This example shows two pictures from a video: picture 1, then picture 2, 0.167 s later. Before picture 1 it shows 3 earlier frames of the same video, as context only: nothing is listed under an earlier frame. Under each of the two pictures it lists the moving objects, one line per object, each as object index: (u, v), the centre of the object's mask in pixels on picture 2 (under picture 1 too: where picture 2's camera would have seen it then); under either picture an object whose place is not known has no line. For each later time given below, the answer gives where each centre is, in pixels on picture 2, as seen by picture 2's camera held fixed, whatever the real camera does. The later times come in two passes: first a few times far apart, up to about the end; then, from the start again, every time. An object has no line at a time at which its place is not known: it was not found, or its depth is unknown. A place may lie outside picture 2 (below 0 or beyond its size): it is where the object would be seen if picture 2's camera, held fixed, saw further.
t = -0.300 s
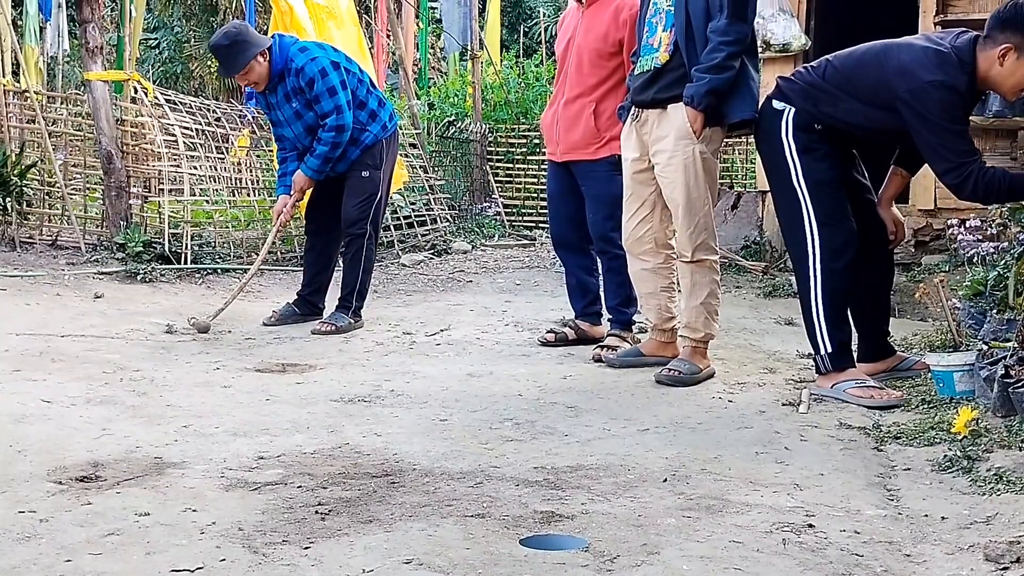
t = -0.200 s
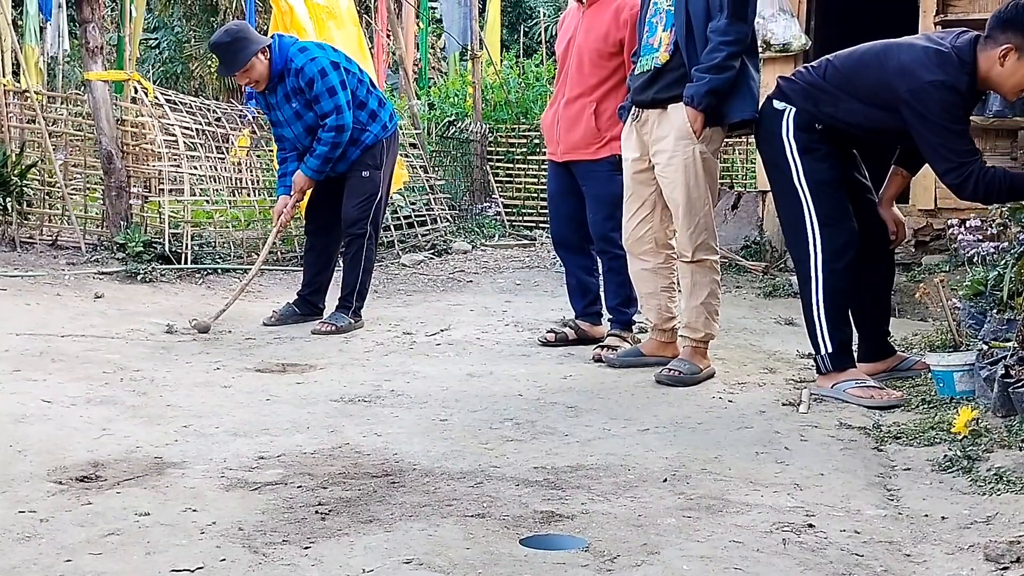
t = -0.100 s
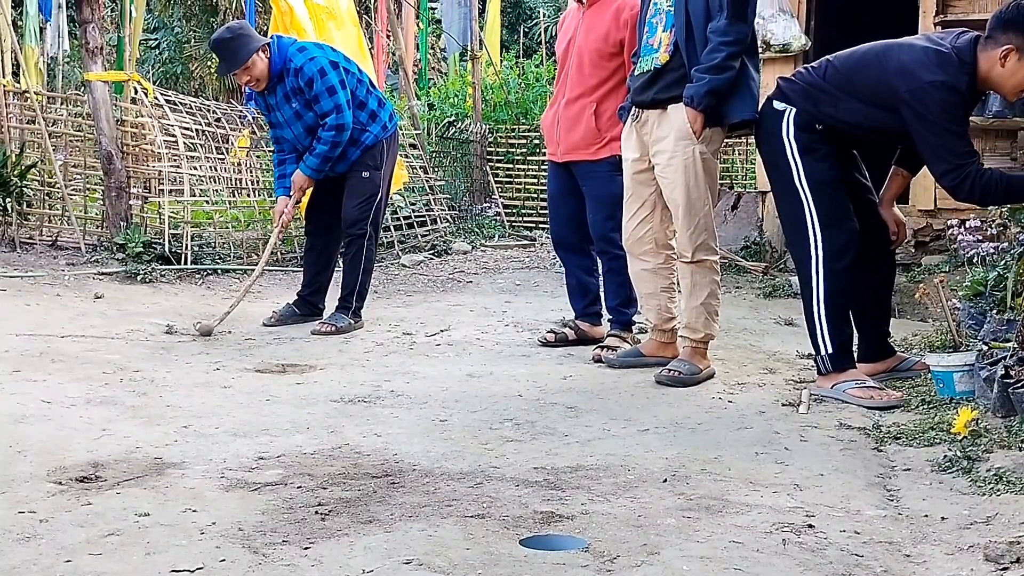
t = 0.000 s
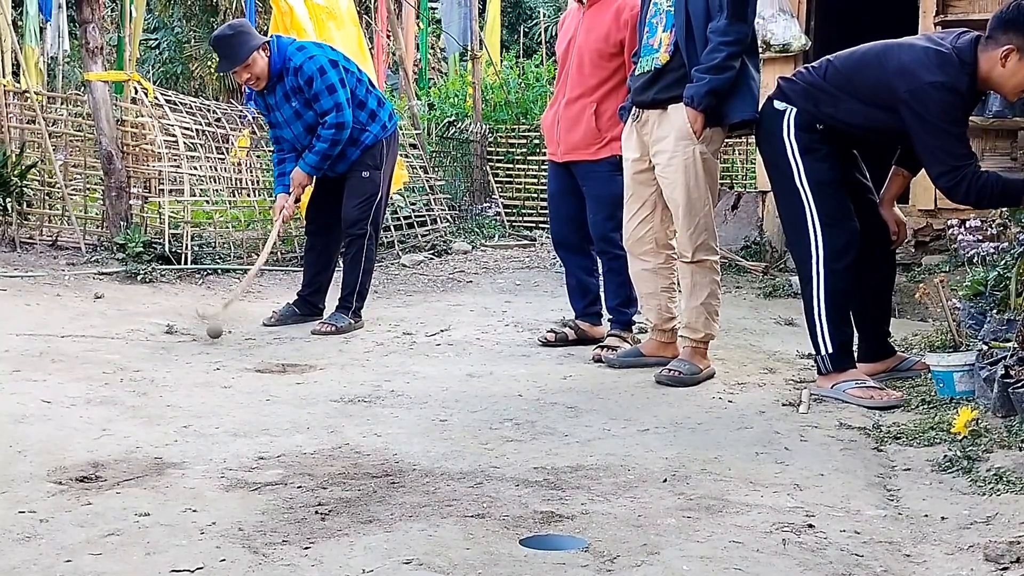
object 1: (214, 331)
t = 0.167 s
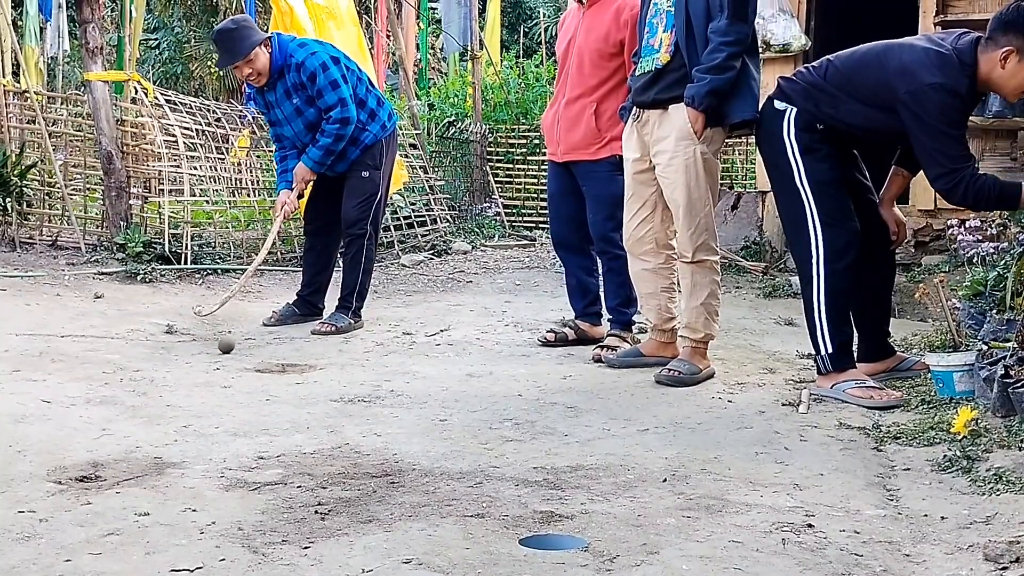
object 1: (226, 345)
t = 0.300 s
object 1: (237, 350)
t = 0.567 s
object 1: (268, 381)
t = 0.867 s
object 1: (291, 403)
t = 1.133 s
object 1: (305, 427)
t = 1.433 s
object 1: (336, 464)
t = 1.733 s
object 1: (388, 492)
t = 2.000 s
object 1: (438, 511)
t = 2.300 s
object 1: (521, 532)
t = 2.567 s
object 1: (562, 526)
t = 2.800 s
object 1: (540, 536)
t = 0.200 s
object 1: (229, 346)
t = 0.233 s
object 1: (231, 344)
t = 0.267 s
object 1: (234, 346)
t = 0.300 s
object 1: (237, 350)
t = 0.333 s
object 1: (240, 359)
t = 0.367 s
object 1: (243, 360)
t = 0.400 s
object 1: (247, 362)
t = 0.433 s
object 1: (251, 367)
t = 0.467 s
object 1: (255, 368)
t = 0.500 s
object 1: (259, 369)
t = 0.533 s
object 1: (264, 372)
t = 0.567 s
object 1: (268, 381)
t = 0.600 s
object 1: (271, 379)
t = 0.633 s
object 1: (273, 379)
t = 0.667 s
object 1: (276, 383)
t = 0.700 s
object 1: (278, 390)
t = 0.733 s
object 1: (281, 390)
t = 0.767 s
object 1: (283, 395)
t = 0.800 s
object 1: (286, 398)
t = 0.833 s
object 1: (289, 399)
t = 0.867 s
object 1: (291, 403)
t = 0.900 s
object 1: (293, 403)
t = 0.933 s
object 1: (295, 405)
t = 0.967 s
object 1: (297, 413)
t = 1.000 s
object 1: (299, 421)
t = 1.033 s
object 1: (301, 415)
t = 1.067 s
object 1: (302, 414)
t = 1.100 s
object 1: (303, 418)
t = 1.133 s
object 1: (305, 427)
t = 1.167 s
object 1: (306, 438)
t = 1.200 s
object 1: (309, 435)
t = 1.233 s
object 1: (312, 436)
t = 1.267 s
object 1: (314, 442)
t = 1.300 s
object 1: (317, 452)
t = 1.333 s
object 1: (322, 456)
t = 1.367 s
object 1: (326, 457)
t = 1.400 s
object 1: (331, 461)
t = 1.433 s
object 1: (336, 464)
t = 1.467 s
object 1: (341, 468)
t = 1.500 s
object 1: (348, 472)
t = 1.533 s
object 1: (354, 476)
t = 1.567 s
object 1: (360, 477)
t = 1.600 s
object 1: (366, 482)
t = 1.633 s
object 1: (372, 486)
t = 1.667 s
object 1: (377, 486)
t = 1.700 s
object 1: (383, 490)
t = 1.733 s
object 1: (388, 492)
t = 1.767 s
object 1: (394, 496)
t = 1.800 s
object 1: (399, 499)
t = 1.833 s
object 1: (405, 501)
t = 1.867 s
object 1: (410, 503)
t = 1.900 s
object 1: (416, 506)
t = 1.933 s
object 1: (423, 506)
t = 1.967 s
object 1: (429, 509)
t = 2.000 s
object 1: (438, 511)
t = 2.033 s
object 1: (445, 513)
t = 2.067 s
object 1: (453, 515)
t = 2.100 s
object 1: (462, 518)
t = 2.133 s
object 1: (471, 520)
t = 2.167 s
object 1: (480, 521)
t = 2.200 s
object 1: (489, 524)
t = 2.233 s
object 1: (499, 526)
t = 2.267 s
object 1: (509, 528)
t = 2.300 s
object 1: (521, 532)
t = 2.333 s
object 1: (532, 529)
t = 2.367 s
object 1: (543, 530)
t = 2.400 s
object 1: (554, 531)
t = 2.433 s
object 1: (564, 532)
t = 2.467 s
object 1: (571, 531)
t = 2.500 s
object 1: (572, 529)
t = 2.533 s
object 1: (570, 529)
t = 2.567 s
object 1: (562, 526)
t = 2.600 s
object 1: (553, 525)
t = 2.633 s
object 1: (545, 525)
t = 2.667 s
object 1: (537, 526)
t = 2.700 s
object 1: (533, 528)
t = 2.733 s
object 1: (532, 529)
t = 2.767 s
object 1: (535, 531)
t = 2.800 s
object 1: (540, 536)
